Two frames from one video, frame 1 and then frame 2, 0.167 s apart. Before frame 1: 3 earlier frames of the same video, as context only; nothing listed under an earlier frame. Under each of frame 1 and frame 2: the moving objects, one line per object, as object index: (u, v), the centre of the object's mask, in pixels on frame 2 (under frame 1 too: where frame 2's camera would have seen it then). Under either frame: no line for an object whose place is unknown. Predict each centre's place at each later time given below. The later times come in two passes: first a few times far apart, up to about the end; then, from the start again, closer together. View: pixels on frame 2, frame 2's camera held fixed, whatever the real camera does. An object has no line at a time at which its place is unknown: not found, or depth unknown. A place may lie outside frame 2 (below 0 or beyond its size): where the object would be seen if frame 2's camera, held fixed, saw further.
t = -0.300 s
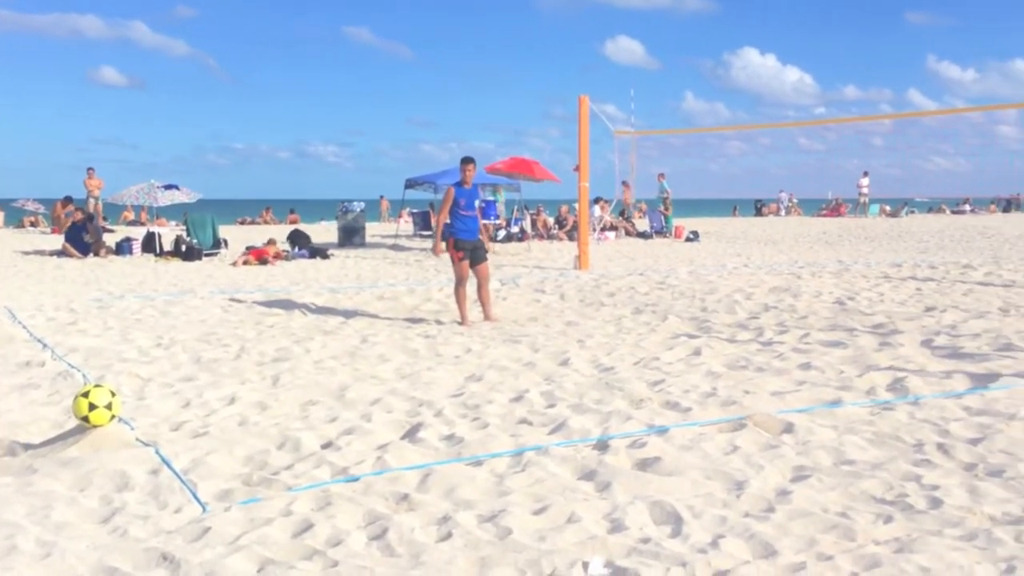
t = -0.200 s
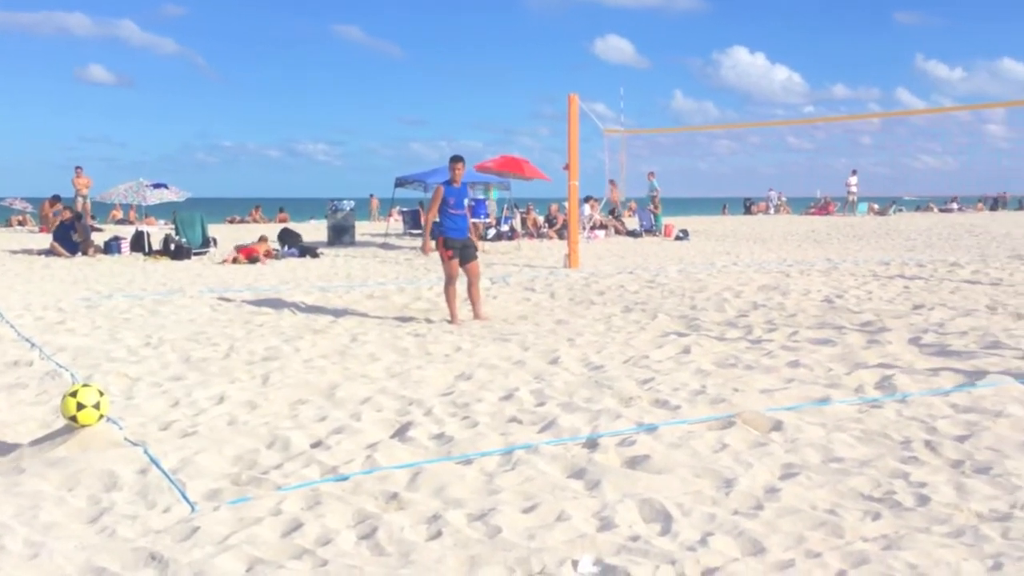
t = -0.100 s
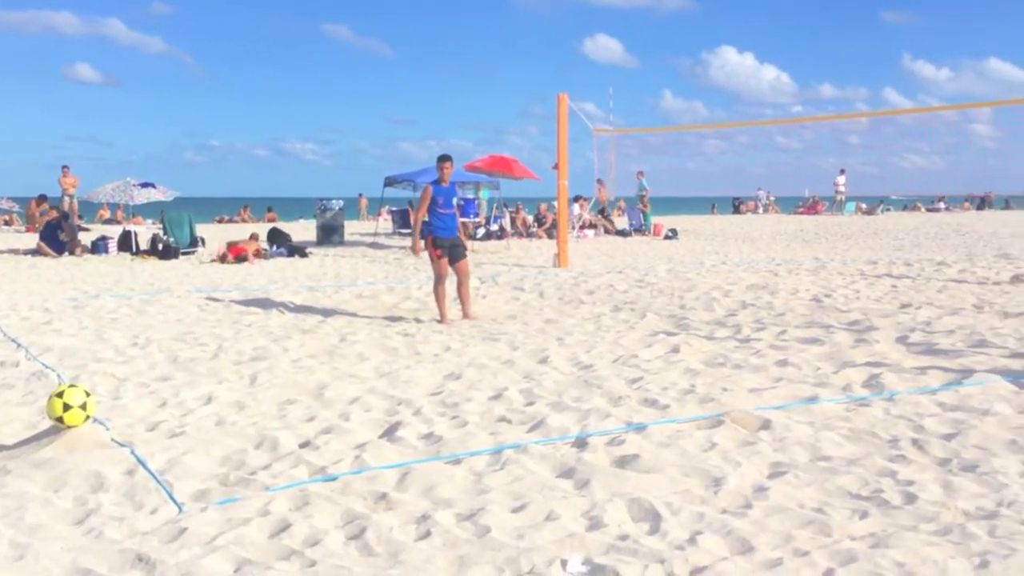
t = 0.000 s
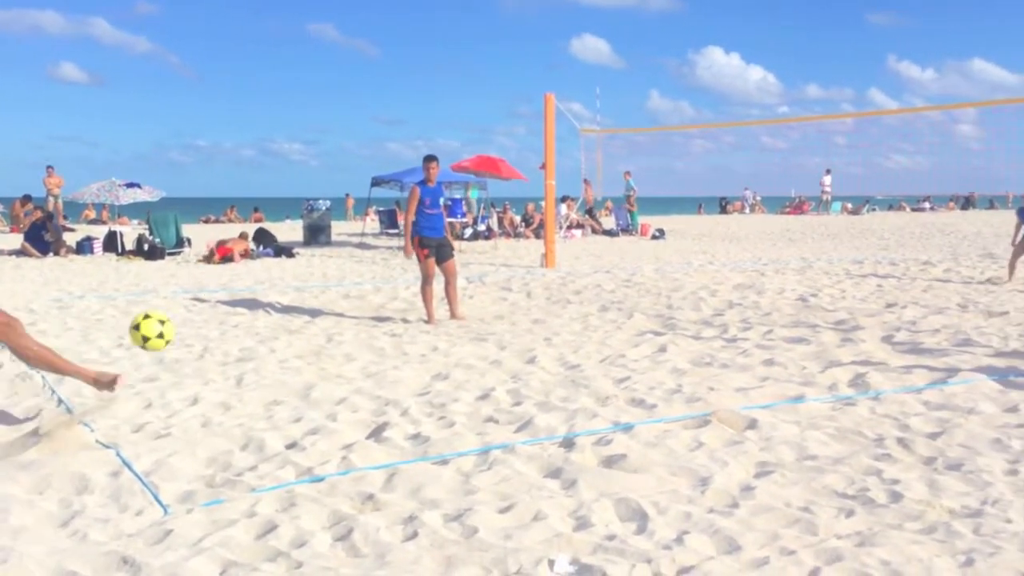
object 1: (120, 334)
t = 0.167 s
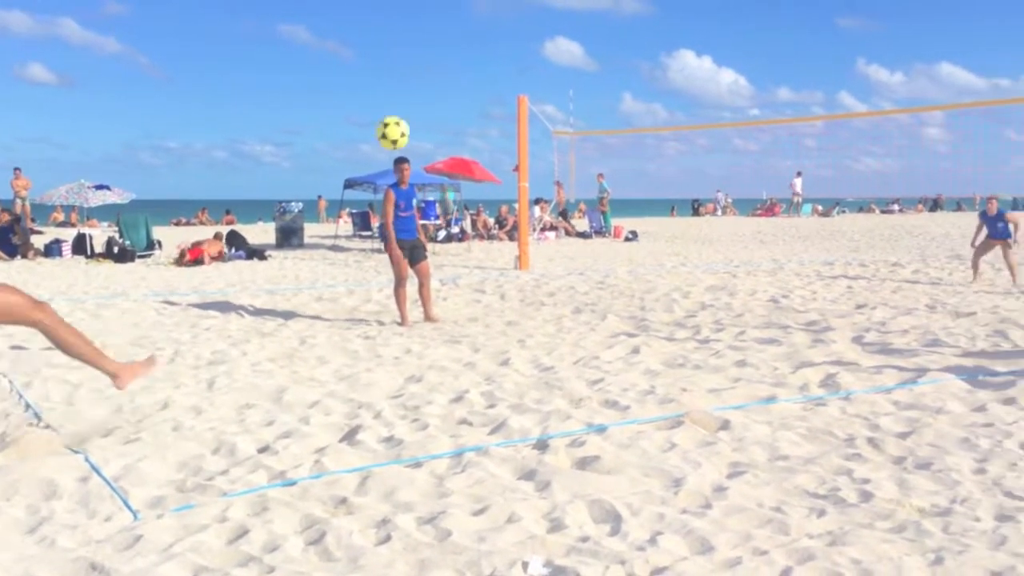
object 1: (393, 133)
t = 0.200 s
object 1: (432, 107)
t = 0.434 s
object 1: (630, 11)
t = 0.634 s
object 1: (733, 0)
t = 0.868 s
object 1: (810, 37)
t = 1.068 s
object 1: (852, 95)
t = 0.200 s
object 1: (432, 107)
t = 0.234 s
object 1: (469, 85)
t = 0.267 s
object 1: (501, 66)
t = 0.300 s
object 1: (531, 51)
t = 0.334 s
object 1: (559, 37)
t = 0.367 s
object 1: (584, 27)
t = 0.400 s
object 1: (608, 18)
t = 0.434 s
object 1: (630, 11)
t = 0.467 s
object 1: (651, 6)
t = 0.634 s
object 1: (733, 0)
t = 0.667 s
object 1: (746, 3)
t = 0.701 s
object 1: (759, 6)
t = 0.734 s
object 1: (771, 11)
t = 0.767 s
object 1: (781, 16)
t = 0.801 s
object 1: (792, 22)
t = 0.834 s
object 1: (801, 29)
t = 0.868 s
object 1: (810, 37)
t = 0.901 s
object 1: (819, 45)
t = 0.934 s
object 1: (826, 55)
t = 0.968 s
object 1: (834, 64)
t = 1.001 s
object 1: (840, 74)
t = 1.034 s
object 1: (846, 85)
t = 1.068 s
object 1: (852, 95)
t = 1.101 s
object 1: (858, 105)
